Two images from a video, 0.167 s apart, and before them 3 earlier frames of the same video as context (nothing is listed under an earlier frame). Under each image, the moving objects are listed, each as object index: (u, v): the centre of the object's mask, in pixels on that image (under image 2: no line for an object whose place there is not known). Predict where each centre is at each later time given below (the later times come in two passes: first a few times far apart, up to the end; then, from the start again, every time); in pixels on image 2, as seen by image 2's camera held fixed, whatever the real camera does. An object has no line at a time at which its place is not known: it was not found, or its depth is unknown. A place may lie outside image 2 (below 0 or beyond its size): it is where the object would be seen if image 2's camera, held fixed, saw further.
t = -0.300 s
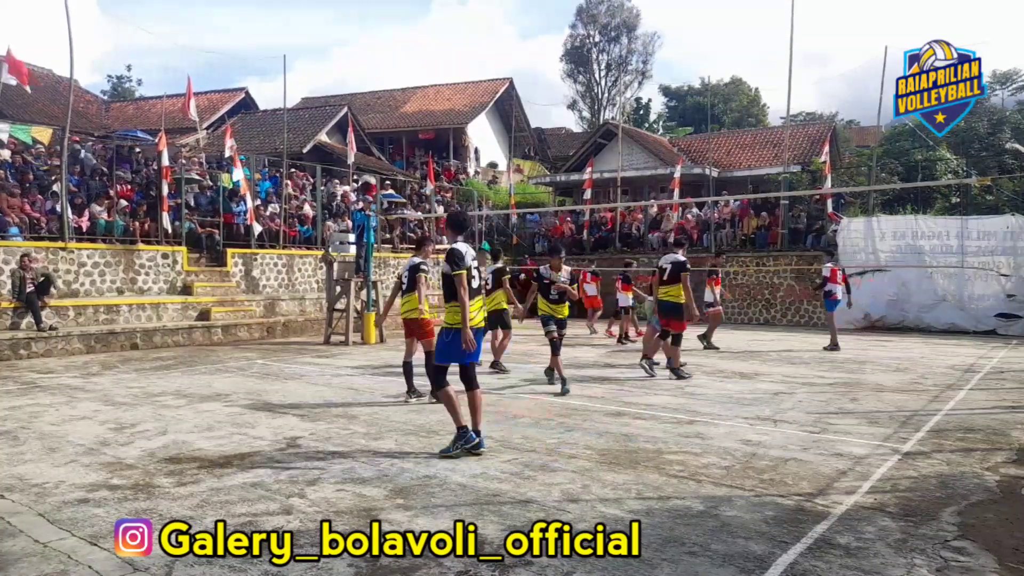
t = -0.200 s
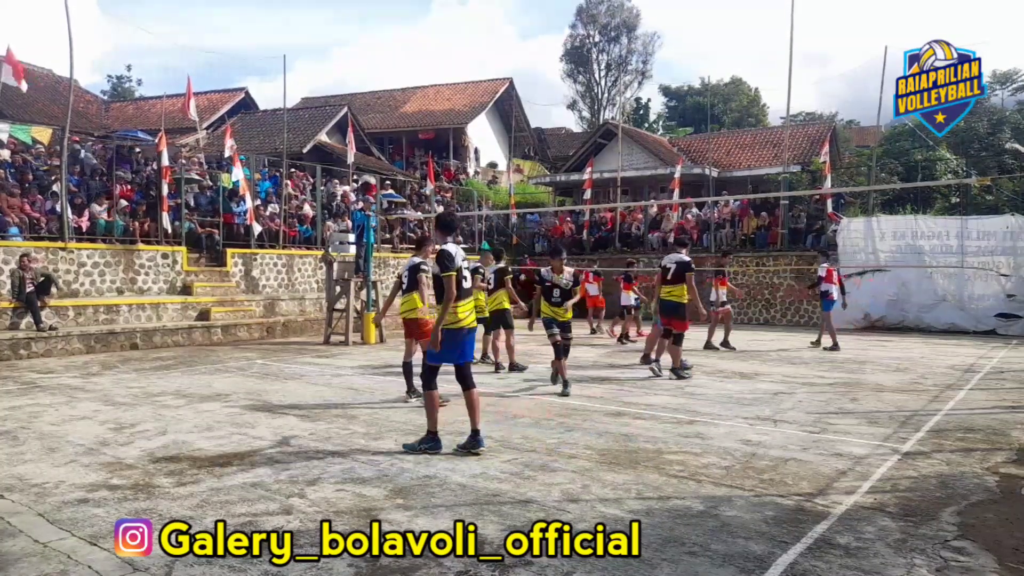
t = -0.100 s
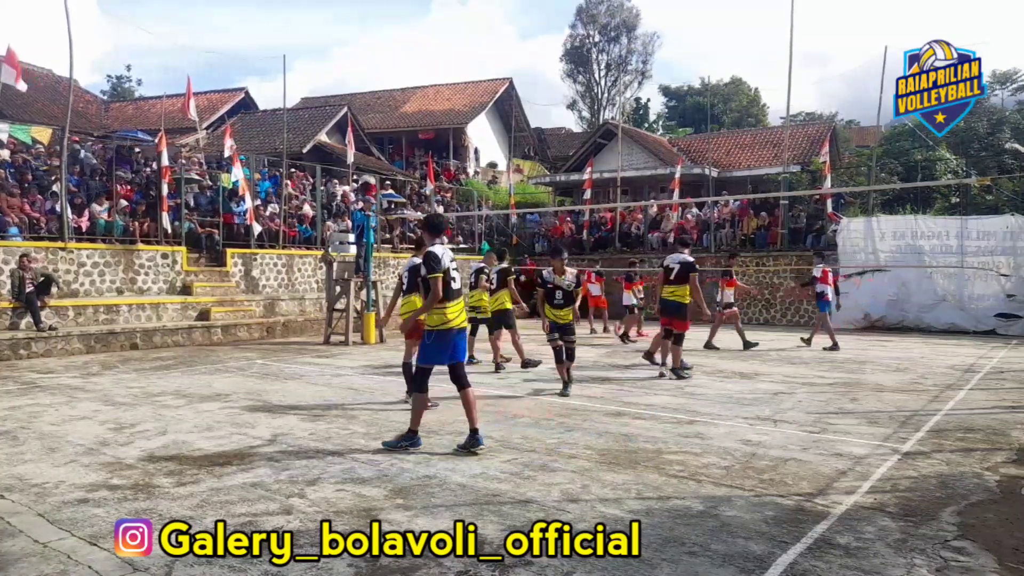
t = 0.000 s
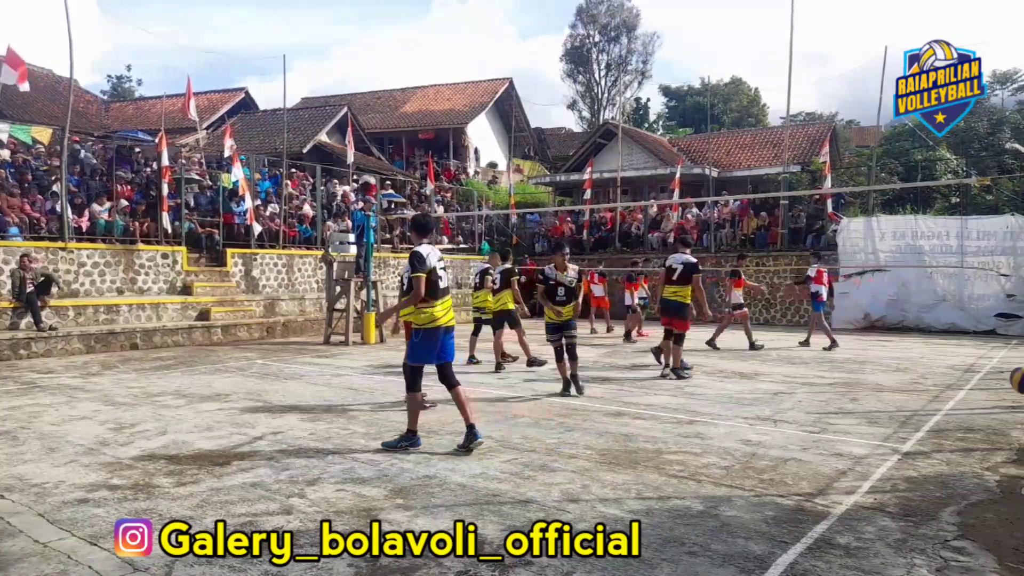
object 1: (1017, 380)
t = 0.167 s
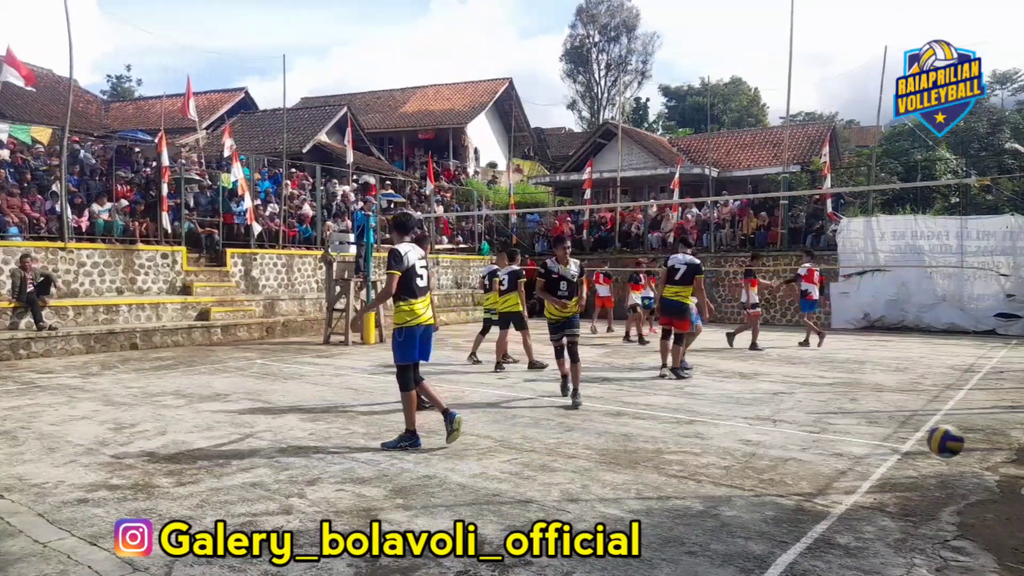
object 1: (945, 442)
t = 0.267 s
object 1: (900, 457)
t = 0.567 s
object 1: (786, 399)
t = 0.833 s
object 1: (671, 468)
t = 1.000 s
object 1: (596, 456)
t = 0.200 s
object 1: (928, 459)
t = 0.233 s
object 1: (912, 473)
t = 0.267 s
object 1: (900, 457)
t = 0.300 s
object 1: (888, 445)
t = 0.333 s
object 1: (876, 434)
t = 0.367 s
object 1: (864, 424)
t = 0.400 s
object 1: (851, 416)
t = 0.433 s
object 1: (839, 409)
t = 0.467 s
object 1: (826, 404)
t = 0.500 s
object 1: (812, 401)
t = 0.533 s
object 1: (799, 399)
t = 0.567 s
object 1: (786, 399)
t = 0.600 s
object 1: (772, 402)
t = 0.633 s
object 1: (758, 405)
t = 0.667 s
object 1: (744, 411)
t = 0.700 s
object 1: (730, 418)
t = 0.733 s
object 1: (716, 427)
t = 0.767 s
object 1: (701, 439)
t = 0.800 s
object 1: (686, 452)
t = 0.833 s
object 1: (671, 468)
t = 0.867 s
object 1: (656, 487)
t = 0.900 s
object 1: (641, 495)
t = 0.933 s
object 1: (626, 480)
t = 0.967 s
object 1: (611, 468)
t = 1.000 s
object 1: (596, 456)
